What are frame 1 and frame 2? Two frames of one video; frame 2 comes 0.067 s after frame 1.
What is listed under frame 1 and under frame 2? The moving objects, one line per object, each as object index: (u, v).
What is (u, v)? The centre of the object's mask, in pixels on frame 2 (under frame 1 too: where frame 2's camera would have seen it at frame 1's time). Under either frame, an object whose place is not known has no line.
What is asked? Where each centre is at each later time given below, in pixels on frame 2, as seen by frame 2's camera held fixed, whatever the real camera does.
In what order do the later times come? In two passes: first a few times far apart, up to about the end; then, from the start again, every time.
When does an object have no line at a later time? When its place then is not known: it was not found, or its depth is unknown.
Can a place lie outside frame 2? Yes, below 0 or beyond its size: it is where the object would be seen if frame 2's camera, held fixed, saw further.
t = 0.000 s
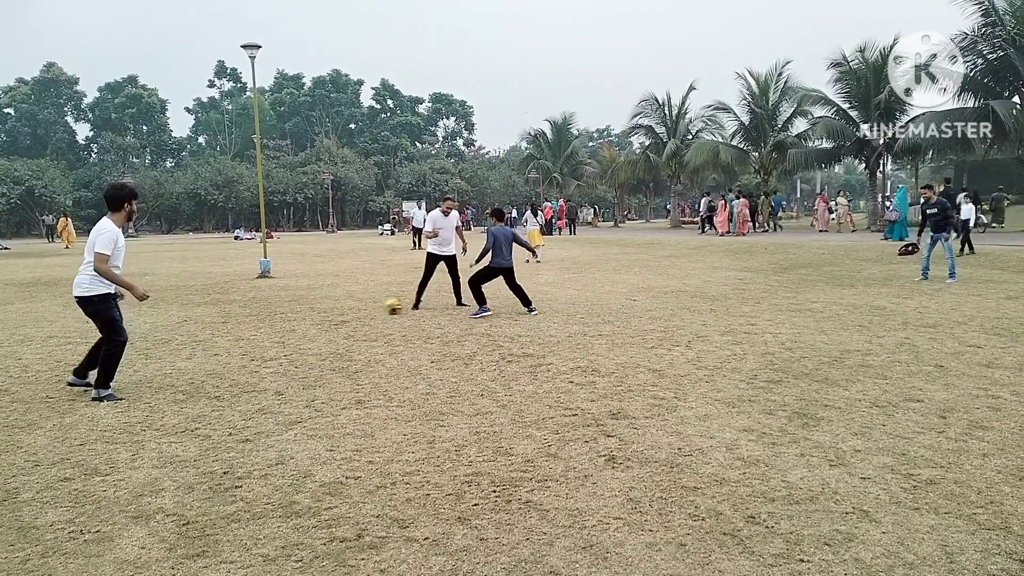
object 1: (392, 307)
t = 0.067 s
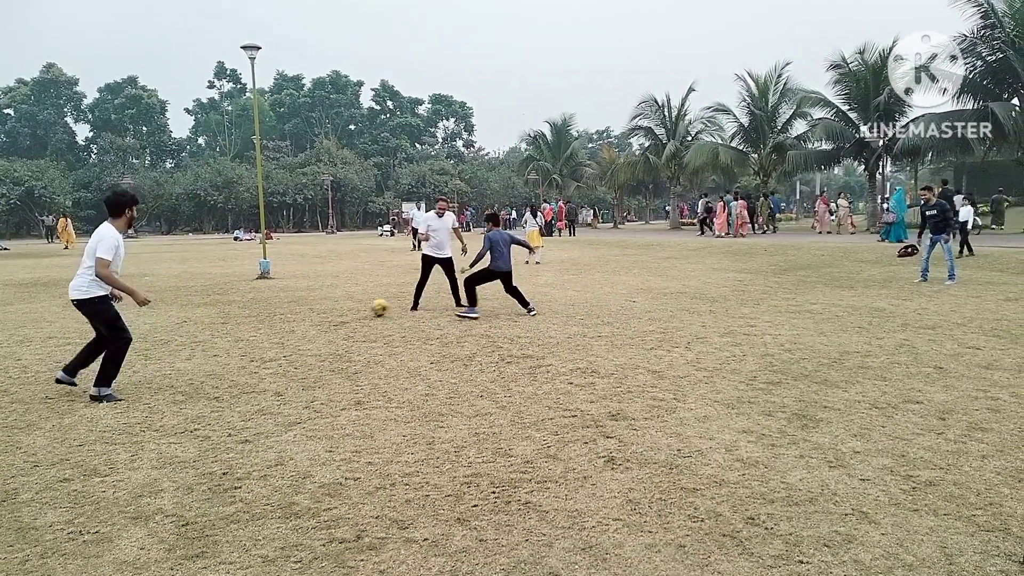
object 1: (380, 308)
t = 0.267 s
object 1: (342, 315)
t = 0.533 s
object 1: (294, 320)
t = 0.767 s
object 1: (250, 325)
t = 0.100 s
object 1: (373, 310)
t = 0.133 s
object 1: (366, 312)
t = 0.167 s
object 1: (359, 312)
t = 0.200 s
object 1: (353, 313)
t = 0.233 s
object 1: (348, 313)
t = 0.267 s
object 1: (342, 315)
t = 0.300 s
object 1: (337, 316)
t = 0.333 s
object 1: (330, 318)
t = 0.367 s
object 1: (323, 318)
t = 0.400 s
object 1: (319, 318)
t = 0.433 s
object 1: (311, 320)
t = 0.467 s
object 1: (305, 320)
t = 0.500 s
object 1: (300, 320)
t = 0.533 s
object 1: (294, 320)
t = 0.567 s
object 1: (288, 322)
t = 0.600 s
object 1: (281, 322)
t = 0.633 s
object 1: (275, 322)
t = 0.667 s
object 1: (269, 323)
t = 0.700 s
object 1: (262, 324)
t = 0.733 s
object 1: (255, 324)
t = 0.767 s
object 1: (250, 325)
